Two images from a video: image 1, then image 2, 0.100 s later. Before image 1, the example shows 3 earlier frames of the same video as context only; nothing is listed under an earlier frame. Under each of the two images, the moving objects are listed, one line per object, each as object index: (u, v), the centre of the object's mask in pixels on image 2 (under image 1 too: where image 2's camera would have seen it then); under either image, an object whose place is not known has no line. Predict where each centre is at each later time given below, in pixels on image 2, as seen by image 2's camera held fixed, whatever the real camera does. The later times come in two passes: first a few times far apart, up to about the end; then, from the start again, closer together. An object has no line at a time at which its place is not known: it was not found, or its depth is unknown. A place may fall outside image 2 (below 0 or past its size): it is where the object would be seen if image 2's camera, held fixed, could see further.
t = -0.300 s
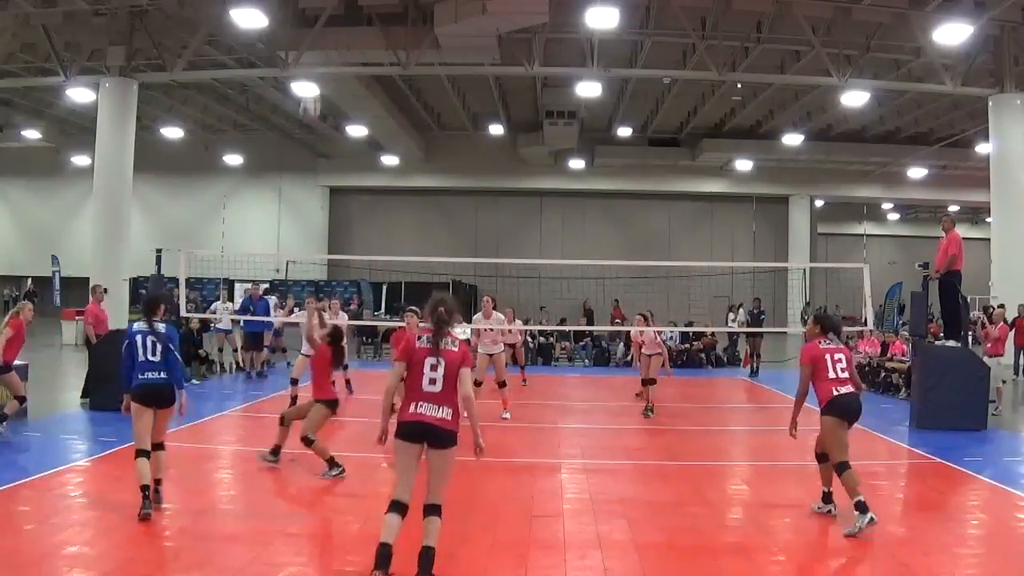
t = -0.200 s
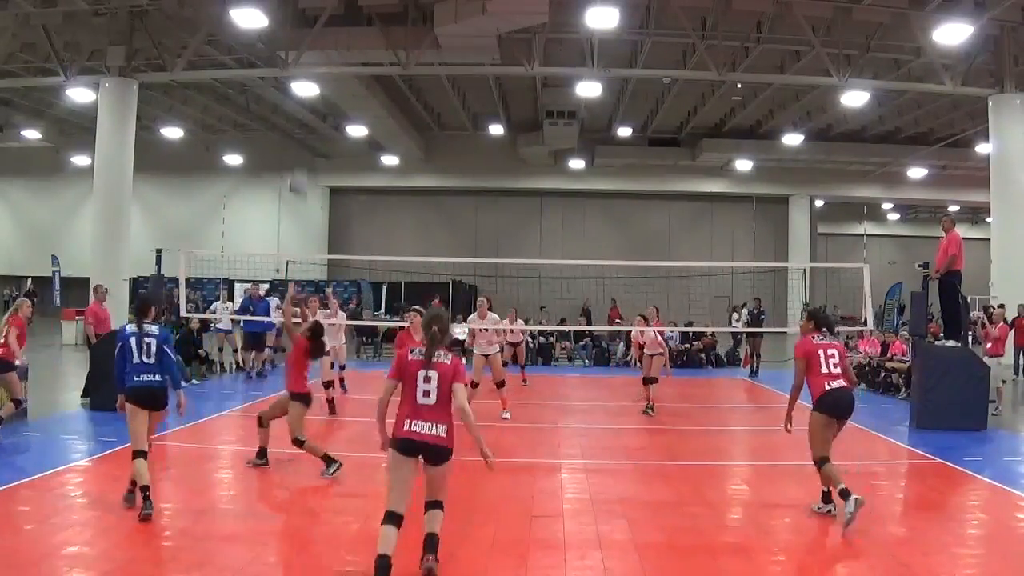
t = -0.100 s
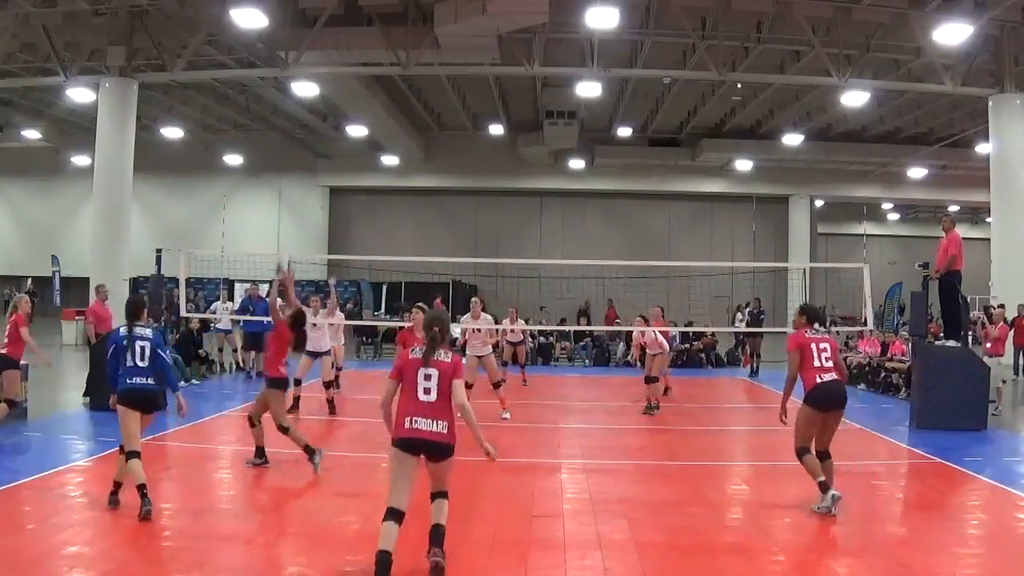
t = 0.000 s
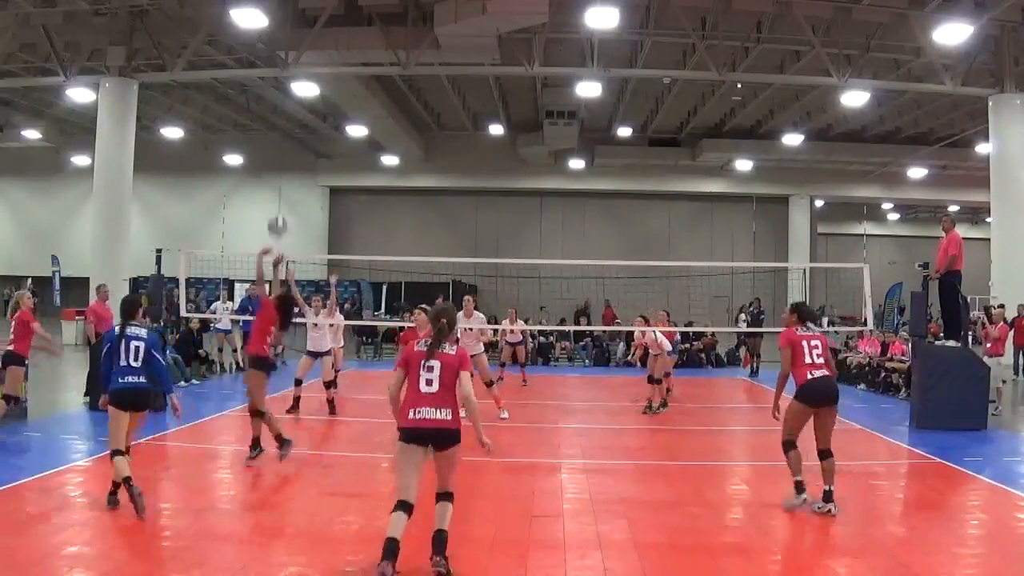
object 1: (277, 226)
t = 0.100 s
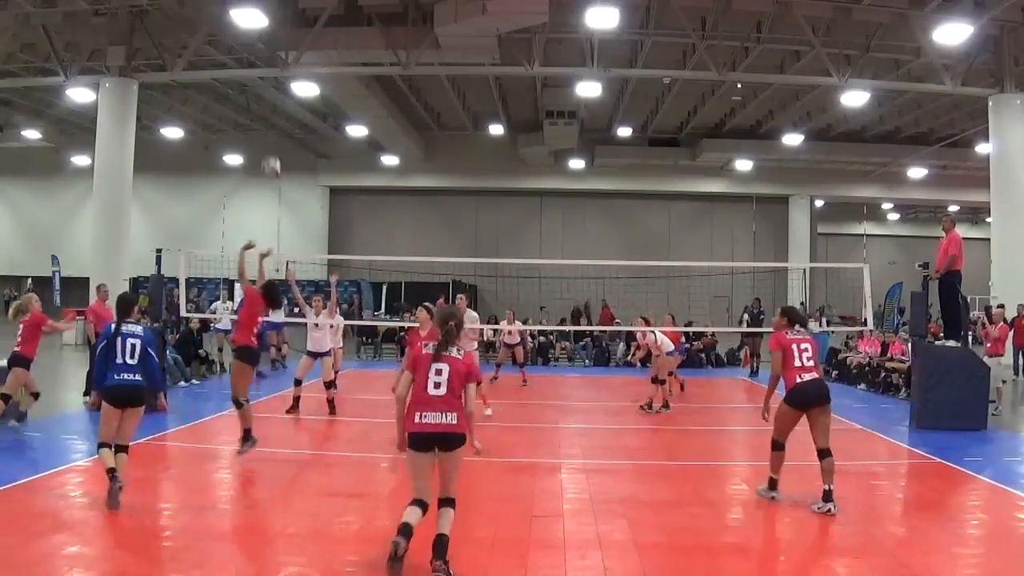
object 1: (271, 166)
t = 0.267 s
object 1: (262, 98)
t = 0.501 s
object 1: (248, 55)
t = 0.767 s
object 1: (232, 61)
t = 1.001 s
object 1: (215, 112)
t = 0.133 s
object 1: (269, 151)
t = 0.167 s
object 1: (268, 136)
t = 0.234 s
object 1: (264, 109)
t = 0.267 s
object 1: (262, 98)
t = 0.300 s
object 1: (260, 88)
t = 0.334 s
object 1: (258, 81)
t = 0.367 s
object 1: (256, 74)
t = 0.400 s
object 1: (254, 68)
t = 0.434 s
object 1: (252, 62)
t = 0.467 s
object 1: (250, 58)
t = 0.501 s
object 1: (248, 55)
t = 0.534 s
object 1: (246, 53)
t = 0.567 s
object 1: (244, 51)
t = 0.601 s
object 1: (242, 51)
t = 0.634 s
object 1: (240, 51)
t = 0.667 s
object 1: (238, 52)
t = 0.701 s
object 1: (236, 54)
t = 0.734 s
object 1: (234, 57)
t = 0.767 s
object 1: (232, 61)
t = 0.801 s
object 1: (230, 66)
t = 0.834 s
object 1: (227, 70)
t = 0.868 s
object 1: (223, 76)
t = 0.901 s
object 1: (223, 84)
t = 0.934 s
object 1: (221, 92)
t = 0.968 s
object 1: (218, 102)
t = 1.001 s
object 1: (215, 112)
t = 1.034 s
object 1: (213, 123)
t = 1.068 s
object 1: (211, 134)
